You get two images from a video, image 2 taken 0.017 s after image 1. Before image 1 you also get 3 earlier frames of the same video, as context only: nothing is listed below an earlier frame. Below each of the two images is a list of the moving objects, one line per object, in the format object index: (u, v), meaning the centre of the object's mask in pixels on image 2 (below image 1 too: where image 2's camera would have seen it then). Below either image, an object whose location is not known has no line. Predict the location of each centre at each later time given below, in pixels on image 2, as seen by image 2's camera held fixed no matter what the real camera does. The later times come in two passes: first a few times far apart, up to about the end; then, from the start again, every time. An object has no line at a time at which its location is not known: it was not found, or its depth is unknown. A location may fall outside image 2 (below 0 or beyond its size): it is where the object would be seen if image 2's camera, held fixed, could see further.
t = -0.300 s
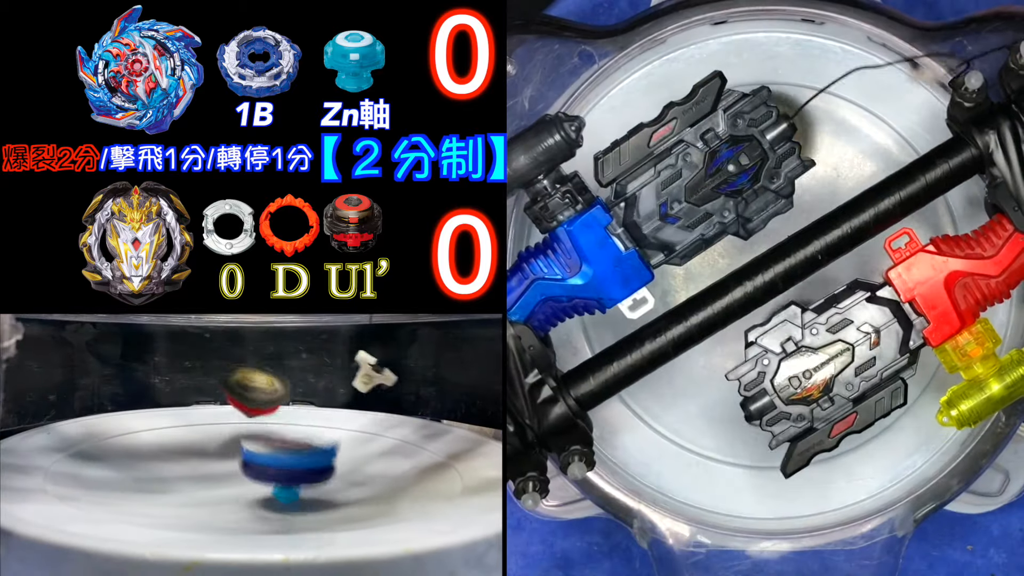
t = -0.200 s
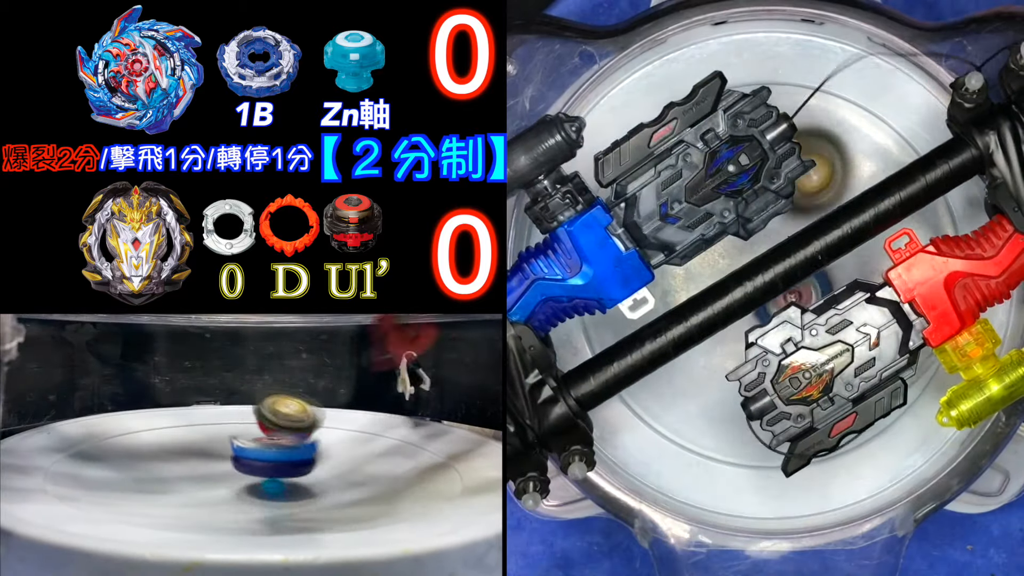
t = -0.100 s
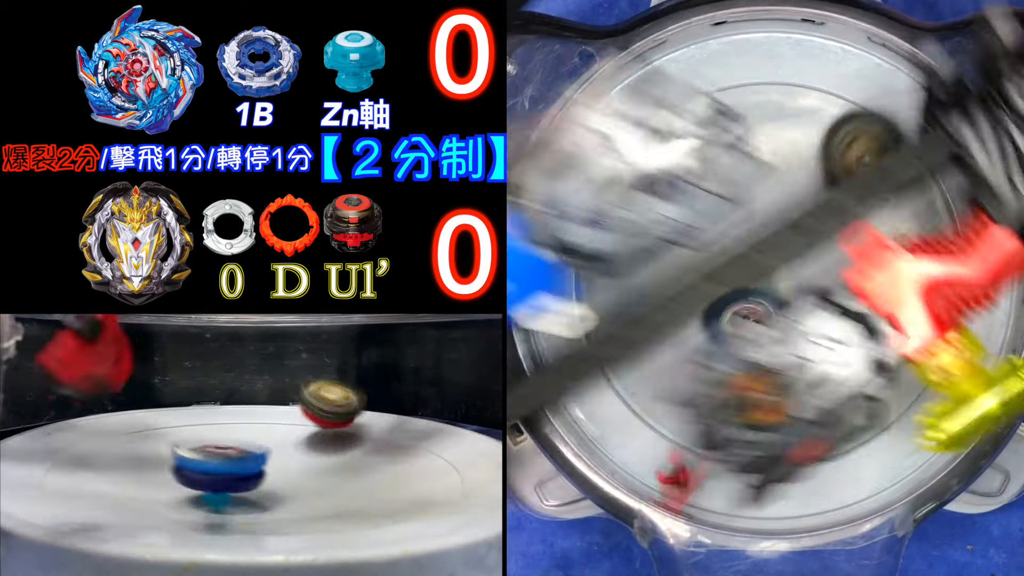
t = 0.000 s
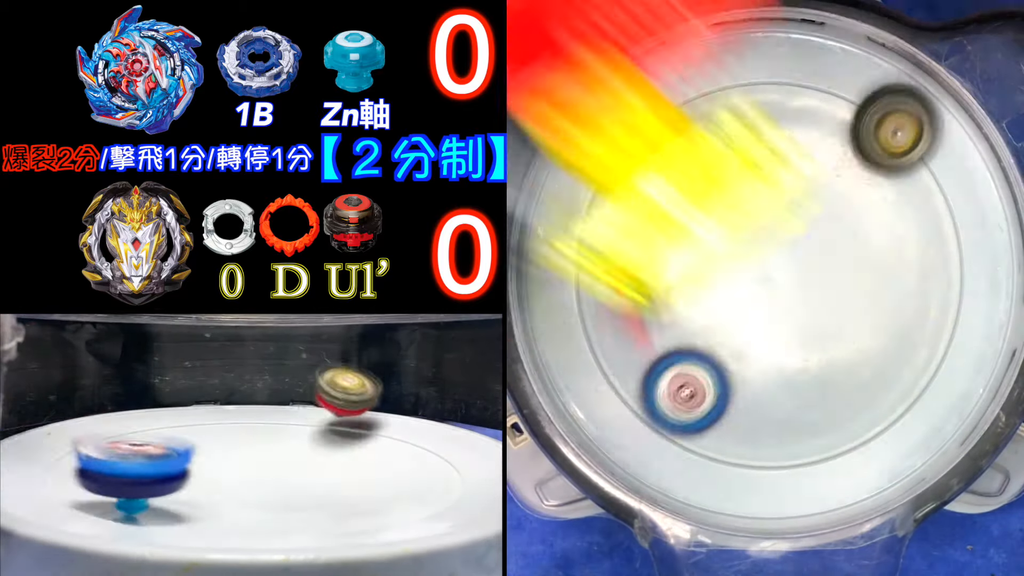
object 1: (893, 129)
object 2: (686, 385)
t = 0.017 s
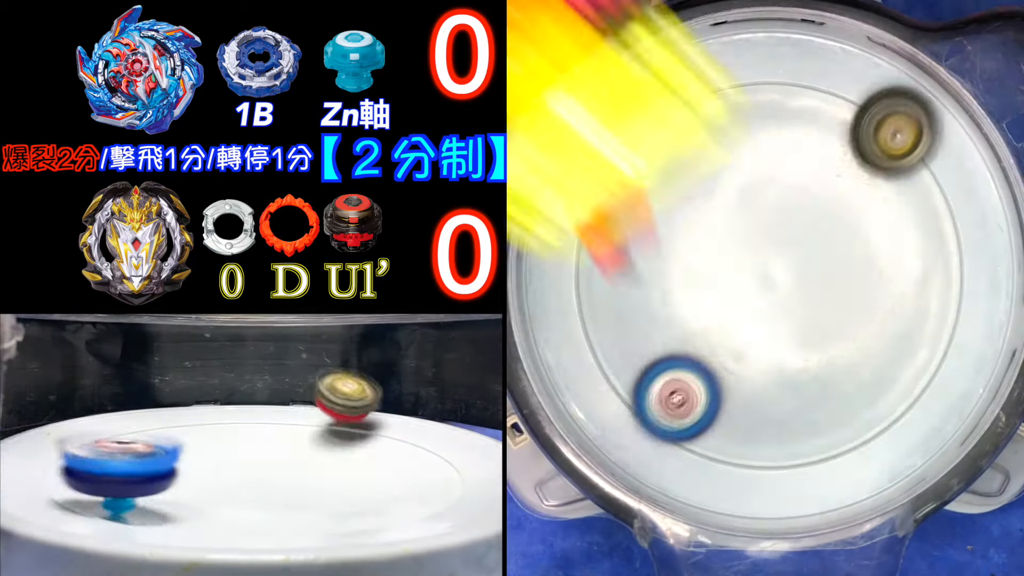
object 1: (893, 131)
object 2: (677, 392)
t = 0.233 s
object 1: (805, 237)
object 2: (642, 334)
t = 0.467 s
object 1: (745, 381)
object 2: (743, 126)
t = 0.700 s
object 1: (805, 370)
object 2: (922, 173)
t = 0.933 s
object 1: (764, 236)
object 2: (888, 420)
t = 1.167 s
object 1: (705, 205)
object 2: (562, 336)
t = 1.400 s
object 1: (813, 316)
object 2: (736, 121)
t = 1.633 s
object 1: (863, 413)
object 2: (940, 306)
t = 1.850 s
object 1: (719, 446)
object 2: (688, 340)
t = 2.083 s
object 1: (689, 292)
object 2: (593, 232)
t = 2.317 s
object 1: (816, 211)
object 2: (687, 135)
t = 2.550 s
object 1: (857, 270)
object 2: (797, 186)
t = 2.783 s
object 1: (792, 390)
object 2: (784, 245)
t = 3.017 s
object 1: (787, 359)
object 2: (718, 272)
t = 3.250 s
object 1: (782, 291)
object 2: (687, 224)
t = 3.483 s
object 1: (802, 366)
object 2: (683, 106)
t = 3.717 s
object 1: (838, 329)
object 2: (783, 172)
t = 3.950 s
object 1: (775, 338)
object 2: (774, 193)
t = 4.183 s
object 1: (750, 359)
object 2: (747, 211)
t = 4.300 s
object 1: (759, 359)
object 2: (725, 221)
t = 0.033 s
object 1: (892, 134)
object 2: (669, 397)
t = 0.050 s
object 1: (889, 138)
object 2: (661, 401)
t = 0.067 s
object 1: (885, 145)
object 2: (654, 403)
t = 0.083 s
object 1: (880, 151)
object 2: (647, 405)
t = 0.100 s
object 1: (873, 158)
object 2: (642, 404)
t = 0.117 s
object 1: (866, 166)
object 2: (639, 400)
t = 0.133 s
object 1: (858, 175)
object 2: (637, 394)
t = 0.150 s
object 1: (852, 186)
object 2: (636, 387)
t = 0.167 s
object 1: (842, 196)
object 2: (635, 379)
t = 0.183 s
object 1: (833, 206)
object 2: (635, 369)
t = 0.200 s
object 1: (824, 216)
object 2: (636, 360)
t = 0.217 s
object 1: (815, 226)
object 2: (639, 347)
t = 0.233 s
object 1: (805, 237)
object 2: (642, 334)
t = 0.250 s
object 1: (795, 248)
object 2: (646, 320)
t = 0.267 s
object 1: (784, 259)
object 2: (651, 305)
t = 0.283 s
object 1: (775, 269)
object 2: (657, 289)
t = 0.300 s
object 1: (765, 280)
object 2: (664, 273)
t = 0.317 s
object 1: (757, 291)
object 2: (672, 259)
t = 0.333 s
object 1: (755, 303)
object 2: (674, 240)
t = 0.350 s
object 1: (752, 314)
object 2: (678, 222)
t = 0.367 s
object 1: (749, 324)
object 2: (685, 206)
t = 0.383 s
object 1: (748, 335)
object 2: (691, 191)
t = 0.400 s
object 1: (747, 346)
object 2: (700, 176)
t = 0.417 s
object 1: (745, 356)
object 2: (709, 162)
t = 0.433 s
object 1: (745, 366)
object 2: (719, 149)
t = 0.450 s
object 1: (745, 374)
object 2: (731, 136)
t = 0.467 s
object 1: (745, 381)
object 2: (743, 126)
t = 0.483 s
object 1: (747, 388)
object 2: (756, 120)
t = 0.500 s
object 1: (749, 393)
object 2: (770, 113)
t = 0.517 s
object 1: (751, 399)
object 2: (784, 108)
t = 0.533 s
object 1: (754, 402)
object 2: (799, 105)
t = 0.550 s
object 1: (757, 404)
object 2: (814, 104)
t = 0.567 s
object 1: (761, 405)
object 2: (829, 104)
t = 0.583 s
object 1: (765, 403)
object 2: (844, 105)
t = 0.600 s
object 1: (770, 403)
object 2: (859, 109)
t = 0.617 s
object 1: (775, 399)
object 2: (874, 113)
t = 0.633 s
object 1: (781, 397)
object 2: (885, 118)
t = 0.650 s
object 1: (786, 391)
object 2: (896, 129)
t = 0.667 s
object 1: (793, 386)
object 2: (906, 143)
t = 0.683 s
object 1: (799, 378)
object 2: (915, 157)
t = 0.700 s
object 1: (805, 370)
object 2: (922, 173)
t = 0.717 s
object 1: (812, 362)
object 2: (928, 191)
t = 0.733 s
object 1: (819, 352)
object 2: (933, 209)
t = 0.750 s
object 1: (826, 343)
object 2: (936, 230)
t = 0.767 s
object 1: (832, 332)
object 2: (939, 255)
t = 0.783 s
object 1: (839, 322)
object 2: (940, 276)
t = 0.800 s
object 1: (844, 312)
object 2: (940, 299)
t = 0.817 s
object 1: (839, 302)
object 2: (949, 321)
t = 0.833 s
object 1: (828, 293)
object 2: (962, 342)
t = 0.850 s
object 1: (817, 282)
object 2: (968, 363)
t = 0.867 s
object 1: (805, 273)
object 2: (961, 378)
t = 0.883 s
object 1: (794, 263)
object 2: (945, 389)
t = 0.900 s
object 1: (784, 254)
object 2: (927, 400)
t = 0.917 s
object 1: (773, 245)
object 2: (908, 411)
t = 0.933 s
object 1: (764, 236)
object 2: (888, 420)
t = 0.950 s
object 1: (755, 228)
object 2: (867, 429)
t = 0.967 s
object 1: (745, 221)
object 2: (844, 437)
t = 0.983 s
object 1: (737, 213)
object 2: (820, 444)
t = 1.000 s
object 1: (730, 208)
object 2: (795, 450)
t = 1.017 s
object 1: (723, 201)
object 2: (768, 454)
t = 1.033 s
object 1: (717, 197)
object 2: (742, 456)
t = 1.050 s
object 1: (711, 195)
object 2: (715, 456)
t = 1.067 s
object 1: (707, 192)
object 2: (689, 447)
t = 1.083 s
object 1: (705, 190)
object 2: (666, 433)
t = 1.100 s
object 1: (702, 190)
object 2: (642, 417)
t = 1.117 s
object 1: (701, 191)
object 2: (620, 400)
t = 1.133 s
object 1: (702, 194)
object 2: (599, 381)
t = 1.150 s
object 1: (703, 199)
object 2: (579, 360)
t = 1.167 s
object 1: (705, 205)
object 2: (562, 336)
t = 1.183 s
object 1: (709, 209)
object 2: (556, 311)
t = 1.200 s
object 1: (713, 217)
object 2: (556, 284)
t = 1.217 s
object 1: (718, 224)
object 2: (559, 255)
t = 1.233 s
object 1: (724, 233)
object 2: (560, 228)
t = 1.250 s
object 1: (730, 241)
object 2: (568, 199)
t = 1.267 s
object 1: (737, 249)
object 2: (577, 174)
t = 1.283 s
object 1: (746, 259)
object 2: (588, 148)
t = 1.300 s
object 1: (755, 268)
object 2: (602, 125)
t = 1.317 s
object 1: (764, 277)
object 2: (619, 102)
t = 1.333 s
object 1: (773, 285)
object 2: (639, 88)
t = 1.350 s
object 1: (783, 293)
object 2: (660, 94)
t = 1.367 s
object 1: (793, 301)
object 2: (686, 102)
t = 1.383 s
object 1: (803, 309)
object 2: (712, 112)
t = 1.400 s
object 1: (813, 316)
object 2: (736, 121)
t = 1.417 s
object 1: (824, 323)
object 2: (763, 132)
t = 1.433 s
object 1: (834, 329)
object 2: (791, 144)
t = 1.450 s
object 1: (844, 335)
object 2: (817, 158)
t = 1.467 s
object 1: (854, 339)
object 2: (845, 174)
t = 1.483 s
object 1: (865, 344)
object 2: (873, 190)
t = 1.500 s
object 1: (875, 347)
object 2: (898, 211)
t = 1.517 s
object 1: (885, 350)
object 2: (925, 227)
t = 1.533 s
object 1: (894, 353)
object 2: (949, 250)
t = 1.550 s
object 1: (902, 354)
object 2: (969, 271)
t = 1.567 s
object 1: (907, 357)
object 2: (986, 295)
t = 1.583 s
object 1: (898, 371)
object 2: (990, 299)
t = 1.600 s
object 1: (887, 385)
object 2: (976, 303)
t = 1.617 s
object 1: (875, 400)
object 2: (959, 303)
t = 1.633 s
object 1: (863, 413)
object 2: (940, 306)
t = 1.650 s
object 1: (851, 425)
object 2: (922, 309)
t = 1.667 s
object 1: (838, 435)
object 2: (901, 314)
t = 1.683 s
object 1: (826, 444)
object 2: (880, 317)
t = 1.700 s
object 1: (815, 451)
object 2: (859, 319)
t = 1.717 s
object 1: (802, 458)
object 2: (838, 325)
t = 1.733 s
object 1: (791, 463)
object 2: (818, 329)
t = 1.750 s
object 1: (779, 465)
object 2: (798, 333)
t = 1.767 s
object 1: (767, 467)
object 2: (779, 336)
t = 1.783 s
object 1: (757, 465)
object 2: (759, 339)
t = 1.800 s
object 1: (746, 463)
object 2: (740, 339)
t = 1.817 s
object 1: (736, 459)
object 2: (723, 341)
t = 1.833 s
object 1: (727, 453)
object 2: (705, 341)
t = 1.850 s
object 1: (719, 446)
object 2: (688, 340)
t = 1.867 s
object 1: (711, 438)
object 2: (673, 338)
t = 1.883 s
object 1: (704, 429)
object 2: (660, 336)
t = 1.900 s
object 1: (698, 419)
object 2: (646, 332)
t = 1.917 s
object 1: (692, 409)
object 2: (634, 327)
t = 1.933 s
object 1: (687, 398)
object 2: (625, 322)
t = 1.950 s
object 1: (682, 386)
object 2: (616, 315)
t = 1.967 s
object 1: (681, 375)
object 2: (607, 306)
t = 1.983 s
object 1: (680, 362)
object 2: (600, 296)
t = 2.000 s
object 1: (680, 351)
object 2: (594, 286)
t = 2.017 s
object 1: (680, 339)
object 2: (591, 276)
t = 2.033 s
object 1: (682, 327)
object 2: (588, 265)
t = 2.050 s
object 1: (684, 314)
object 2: (588, 255)
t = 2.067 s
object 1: (686, 303)
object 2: (590, 242)
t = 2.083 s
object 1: (689, 292)
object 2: (593, 232)
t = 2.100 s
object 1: (694, 281)
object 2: (598, 222)
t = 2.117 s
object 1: (696, 270)
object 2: (605, 214)
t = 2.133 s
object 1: (701, 259)
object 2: (612, 204)
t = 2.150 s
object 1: (707, 250)
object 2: (621, 197)
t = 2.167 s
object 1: (712, 241)
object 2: (630, 190)
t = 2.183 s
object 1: (718, 234)
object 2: (637, 181)
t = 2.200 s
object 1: (731, 228)
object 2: (639, 174)
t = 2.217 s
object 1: (744, 225)
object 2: (643, 164)
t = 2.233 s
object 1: (757, 220)
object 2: (648, 156)
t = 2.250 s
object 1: (769, 217)
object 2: (654, 150)
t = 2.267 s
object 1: (781, 215)
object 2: (660, 145)
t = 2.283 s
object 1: (794, 212)
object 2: (669, 140)
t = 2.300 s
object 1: (805, 211)
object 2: (678, 137)
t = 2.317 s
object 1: (816, 211)
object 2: (687, 135)
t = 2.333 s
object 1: (826, 212)
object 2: (696, 133)
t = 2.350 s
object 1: (834, 212)
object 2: (706, 133)
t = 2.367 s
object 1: (842, 214)
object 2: (715, 134)
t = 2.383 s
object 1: (849, 215)
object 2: (725, 135)
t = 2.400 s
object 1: (855, 219)
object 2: (735, 138)
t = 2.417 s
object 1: (860, 222)
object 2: (745, 142)
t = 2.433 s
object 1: (864, 227)
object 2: (754, 146)
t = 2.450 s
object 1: (866, 230)
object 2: (762, 151)
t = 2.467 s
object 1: (867, 234)
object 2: (770, 159)
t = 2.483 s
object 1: (867, 239)
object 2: (778, 166)
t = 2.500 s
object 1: (865, 243)
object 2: (785, 173)
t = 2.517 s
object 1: (861, 250)
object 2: (793, 181)
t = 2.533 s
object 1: (858, 257)
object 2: (797, 185)
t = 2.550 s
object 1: (857, 270)
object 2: (797, 186)
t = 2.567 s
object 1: (854, 282)
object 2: (797, 188)
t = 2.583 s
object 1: (851, 294)
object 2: (798, 190)
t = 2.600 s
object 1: (847, 306)
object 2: (798, 194)
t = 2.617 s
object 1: (841, 315)
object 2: (797, 197)
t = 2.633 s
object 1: (836, 326)
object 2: (798, 200)
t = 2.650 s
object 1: (831, 335)
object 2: (798, 205)
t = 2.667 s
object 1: (826, 345)
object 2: (797, 210)
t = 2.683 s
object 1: (819, 354)
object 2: (796, 215)
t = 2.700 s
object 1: (814, 362)
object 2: (795, 220)
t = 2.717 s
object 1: (809, 370)
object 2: (794, 226)
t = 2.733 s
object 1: (804, 376)
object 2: (792, 231)
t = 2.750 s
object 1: (800, 382)
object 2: (789, 236)
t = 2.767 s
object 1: (795, 387)
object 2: (787, 241)
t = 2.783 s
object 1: (792, 390)
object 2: (784, 245)
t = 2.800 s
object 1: (789, 393)
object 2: (780, 251)
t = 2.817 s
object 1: (786, 395)
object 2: (777, 254)
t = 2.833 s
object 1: (784, 395)
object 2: (772, 258)
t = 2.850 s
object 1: (782, 395)
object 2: (768, 260)
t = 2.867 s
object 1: (781, 395)
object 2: (763, 265)
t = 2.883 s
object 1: (780, 393)
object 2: (758, 267)
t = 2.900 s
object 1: (779, 391)
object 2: (753, 268)
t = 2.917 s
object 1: (779, 387)
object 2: (748, 270)
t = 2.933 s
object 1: (780, 384)
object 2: (742, 273)
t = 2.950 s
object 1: (781, 379)
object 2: (737, 273)
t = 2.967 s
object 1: (782, 374)
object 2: (732, 274)
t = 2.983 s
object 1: (783, 370)
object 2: (727, 273)
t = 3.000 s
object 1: (785, 364)
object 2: (723, 274)
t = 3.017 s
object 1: (787, 359)
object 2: (718, 272)
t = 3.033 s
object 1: (789, 354)
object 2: (713, 271)
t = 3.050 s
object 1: (791, 348)
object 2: (709, 269)
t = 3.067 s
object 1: (793, 343)
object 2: (705, 266)
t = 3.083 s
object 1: (794, 338)
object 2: (701, 265)
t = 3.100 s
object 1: (796, 333)
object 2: (697, 261)
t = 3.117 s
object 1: (797, 328)
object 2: (694, 259)
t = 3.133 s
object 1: (796, 323)
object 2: (691, 256)
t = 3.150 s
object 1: (795, 318)
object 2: (689, 252)
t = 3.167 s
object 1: (794, 313)
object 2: (687, 248)
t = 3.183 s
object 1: (793, 308)
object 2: (686, 244)
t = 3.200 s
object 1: (791, 304)
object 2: (685, 239)
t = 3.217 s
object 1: (789, 300)
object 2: (685, 234)
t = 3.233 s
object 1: (785, 295)
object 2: (685, 230)
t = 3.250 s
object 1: (782, 291)
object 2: (687, 224)
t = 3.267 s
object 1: (778, 287)
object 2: (689, 220)
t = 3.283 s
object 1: (774, 284)
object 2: (691, 215)
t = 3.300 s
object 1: (769, 280)
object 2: (694, 212)
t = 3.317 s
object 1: (764, 278)
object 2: (699, 208)
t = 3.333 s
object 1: (763, 280)
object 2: (696, 200)
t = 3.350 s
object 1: (770, 291)
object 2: (688, 183)
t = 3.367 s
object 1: (776, 302)
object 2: (681, 167)
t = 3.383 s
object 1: (782, 313)
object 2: (676, 151)
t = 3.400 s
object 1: (786, 324)
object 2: (671, 136)
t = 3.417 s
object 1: (790, 333)
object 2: (667, 122)
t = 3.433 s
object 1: (794, 343)
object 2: (665, 112)
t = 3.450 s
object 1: (796, 351)
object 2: (669, 108)
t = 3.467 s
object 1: (799, 359)
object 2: (676, 106)
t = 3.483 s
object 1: (802, 366)
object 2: (683, 106)
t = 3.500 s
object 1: (805, 371)
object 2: (690, 106)
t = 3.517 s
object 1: (809, 374)
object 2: (698, 107)
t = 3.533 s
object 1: (814, 376)
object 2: (707, 107)
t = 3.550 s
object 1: (817, 379)
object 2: (715, 109)
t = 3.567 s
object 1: (821, 378)
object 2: (723, 112)
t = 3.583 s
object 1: (824, 377)
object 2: (731, 115)
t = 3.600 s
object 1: (828, 375)
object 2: (739, 119)
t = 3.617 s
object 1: (831, 372)
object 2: (747, 124)
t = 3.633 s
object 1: (834, 366)
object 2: (754, 132)
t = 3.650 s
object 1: (837, 360)
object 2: (760, 139)
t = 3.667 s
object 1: (839, 354)
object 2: (767, 145)
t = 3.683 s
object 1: (839, 346)
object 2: (773, 154)
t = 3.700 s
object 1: (839, 337)
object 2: (778, 162)
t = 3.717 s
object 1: (838, 329)
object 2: (783, 172)
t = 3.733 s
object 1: (835, 320)
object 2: (788, 182)
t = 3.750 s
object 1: (832, 311)
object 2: (791, 191)
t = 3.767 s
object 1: (827, 303)
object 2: (794, 201)
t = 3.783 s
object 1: (824, 300)
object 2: (795, 205)
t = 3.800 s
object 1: (820, 305)
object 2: (792, 200)
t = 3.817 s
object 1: (816, 309)
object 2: (791, 196)
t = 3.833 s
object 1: (812, 314)
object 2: (789, 194)
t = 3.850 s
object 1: (807, 318)
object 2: (787, 192)
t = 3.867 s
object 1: (802, 322)
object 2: (785, 191)
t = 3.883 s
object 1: (796, 325)
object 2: (782, 191)
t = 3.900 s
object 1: (791, 328)
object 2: (781, 191)
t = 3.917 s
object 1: (786, 331)
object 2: (779, 192)
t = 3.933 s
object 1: (781, 335)
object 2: (776, 193)
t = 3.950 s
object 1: (775, 338)
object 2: (774, 193)
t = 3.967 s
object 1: (771, 340)
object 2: (772, 194)
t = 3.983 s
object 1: (767, 342)
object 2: (770, 196)
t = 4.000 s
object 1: (763, 345)
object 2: (769, 195)
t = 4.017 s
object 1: (759, 347)
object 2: (767, 198)
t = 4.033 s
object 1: (756, 348)
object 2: (765, 199)
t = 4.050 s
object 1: (754, 350)
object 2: (763, 200)
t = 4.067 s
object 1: (752, 352)
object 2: (762, 200)
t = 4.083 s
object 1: (750, 354)
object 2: (760, 202)
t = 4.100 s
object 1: (749, 354)
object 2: (758, 204)
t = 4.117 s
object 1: (748, 356)
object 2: (756, 205)
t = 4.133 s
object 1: (748, 356)
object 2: (754, 206)
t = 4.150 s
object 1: (749, 358)
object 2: (752, 208)
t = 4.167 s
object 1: (749, 359)
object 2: (749, 209)
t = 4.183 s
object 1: (750, 359)
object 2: (747, 211)
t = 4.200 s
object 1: (751, 359)
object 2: (744, 213)
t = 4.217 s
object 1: (752, 360)
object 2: (740, 214)
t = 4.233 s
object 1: (754, 360)
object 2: (738, 215)
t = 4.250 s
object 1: (755, 360)
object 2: (735, 218)
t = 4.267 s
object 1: (756, 360)
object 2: (731, 219)
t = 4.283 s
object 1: (757, 360)
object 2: (728, 219)
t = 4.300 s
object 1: (759, 359)
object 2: (725, 221)
